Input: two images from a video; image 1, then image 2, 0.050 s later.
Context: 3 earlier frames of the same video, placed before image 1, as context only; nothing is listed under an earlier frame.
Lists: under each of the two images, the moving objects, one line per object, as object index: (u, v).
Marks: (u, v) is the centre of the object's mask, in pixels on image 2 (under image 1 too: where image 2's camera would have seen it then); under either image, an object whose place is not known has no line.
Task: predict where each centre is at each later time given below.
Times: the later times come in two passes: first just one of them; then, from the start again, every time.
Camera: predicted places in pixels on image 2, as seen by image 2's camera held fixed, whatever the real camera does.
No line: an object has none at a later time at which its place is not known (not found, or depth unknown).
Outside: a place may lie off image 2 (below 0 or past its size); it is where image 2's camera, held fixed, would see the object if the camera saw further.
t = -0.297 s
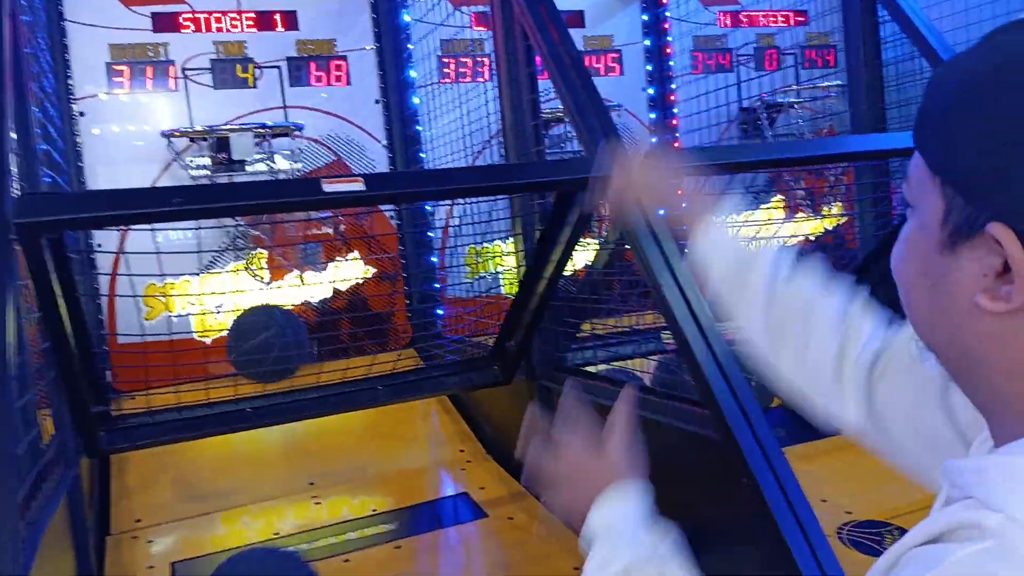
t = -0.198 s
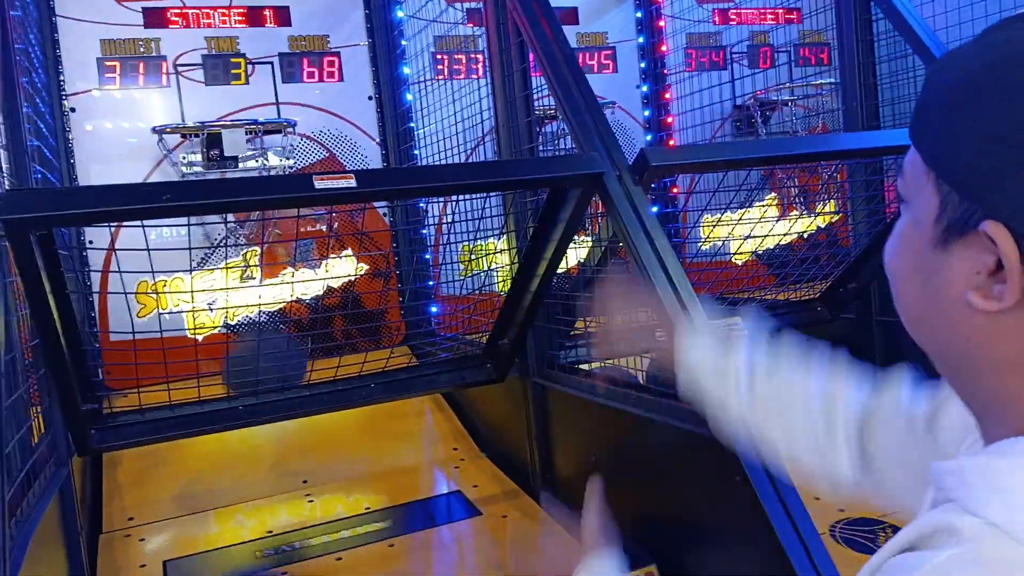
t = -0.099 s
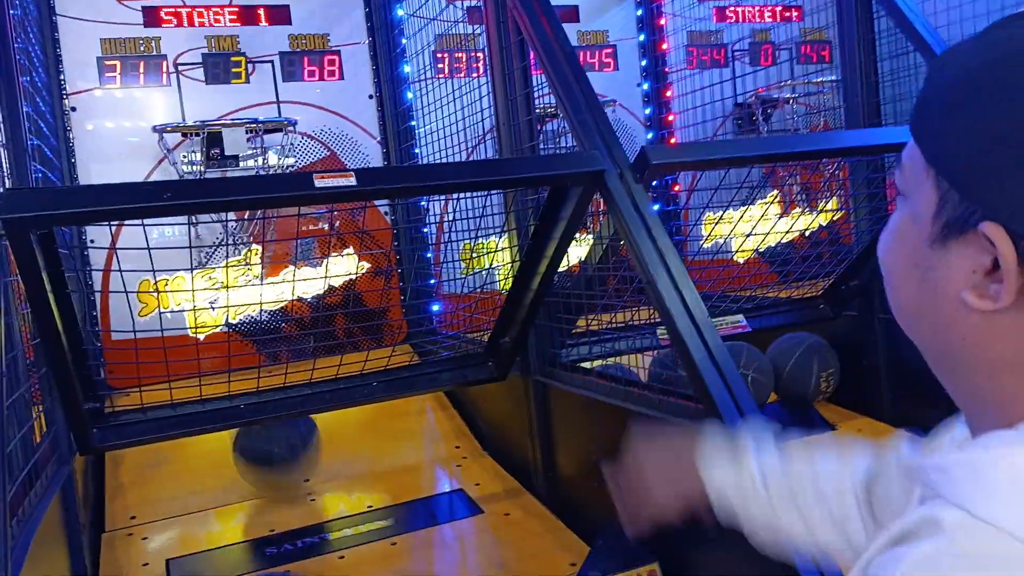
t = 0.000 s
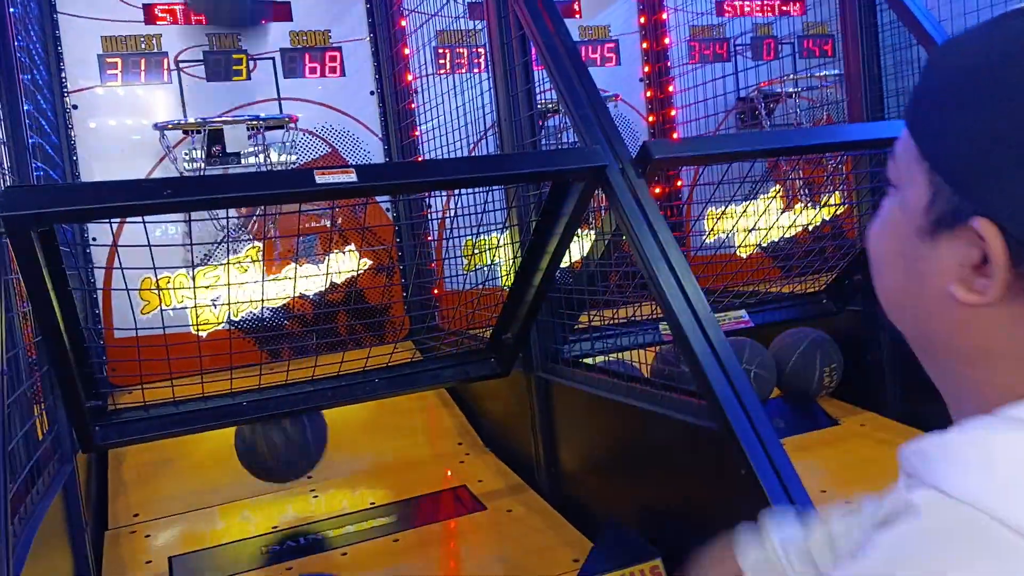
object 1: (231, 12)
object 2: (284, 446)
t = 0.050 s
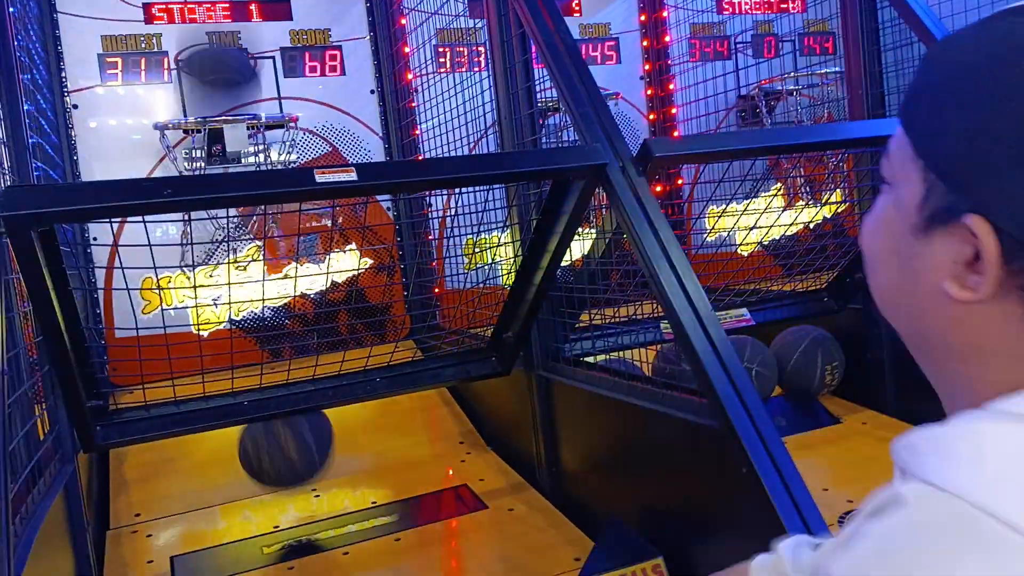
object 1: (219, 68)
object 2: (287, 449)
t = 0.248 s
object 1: (210, 90)
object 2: (291, 469)
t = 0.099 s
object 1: (215, 85)
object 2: (290, 460)
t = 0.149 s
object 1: (211, 78)
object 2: (293, 479)
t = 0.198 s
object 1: (210, 78)
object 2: (291, 470)
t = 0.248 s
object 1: (210, 90)
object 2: (291, 469)
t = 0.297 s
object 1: (214, 85)
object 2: (292, 477)
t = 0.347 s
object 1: (217, 76)
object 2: (292, 488)
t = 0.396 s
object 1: (222, 72)
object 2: (291, 486)
